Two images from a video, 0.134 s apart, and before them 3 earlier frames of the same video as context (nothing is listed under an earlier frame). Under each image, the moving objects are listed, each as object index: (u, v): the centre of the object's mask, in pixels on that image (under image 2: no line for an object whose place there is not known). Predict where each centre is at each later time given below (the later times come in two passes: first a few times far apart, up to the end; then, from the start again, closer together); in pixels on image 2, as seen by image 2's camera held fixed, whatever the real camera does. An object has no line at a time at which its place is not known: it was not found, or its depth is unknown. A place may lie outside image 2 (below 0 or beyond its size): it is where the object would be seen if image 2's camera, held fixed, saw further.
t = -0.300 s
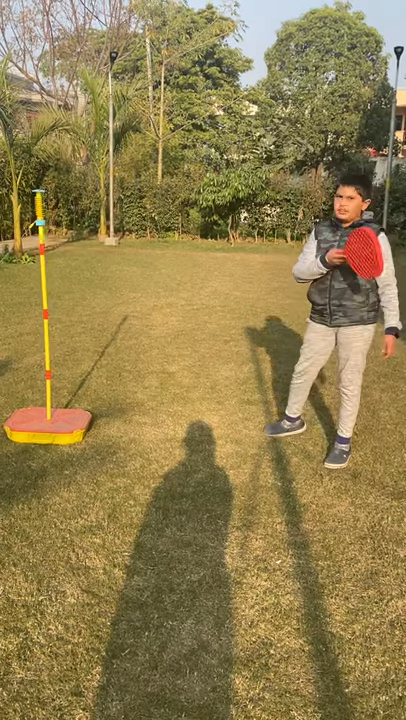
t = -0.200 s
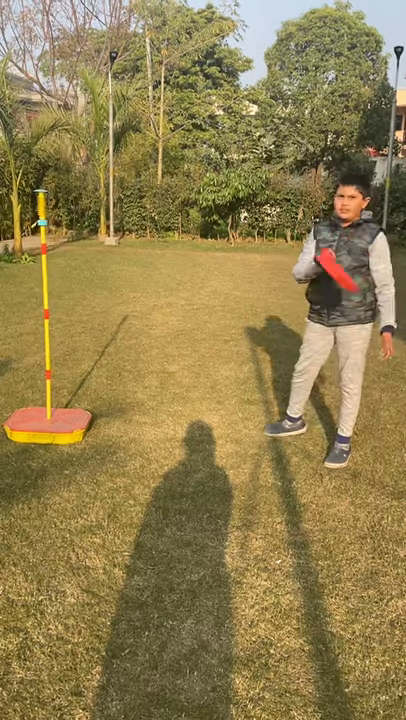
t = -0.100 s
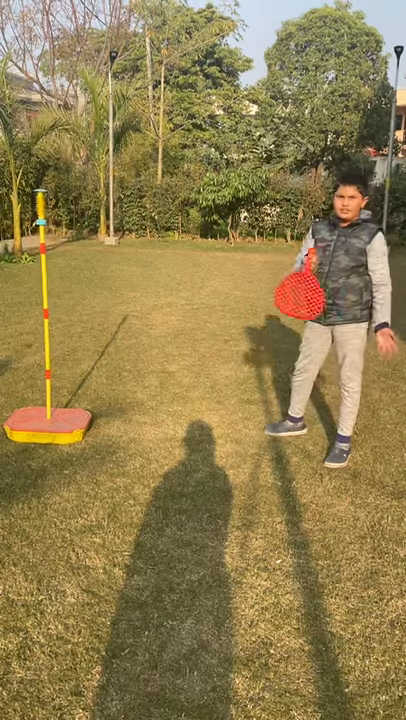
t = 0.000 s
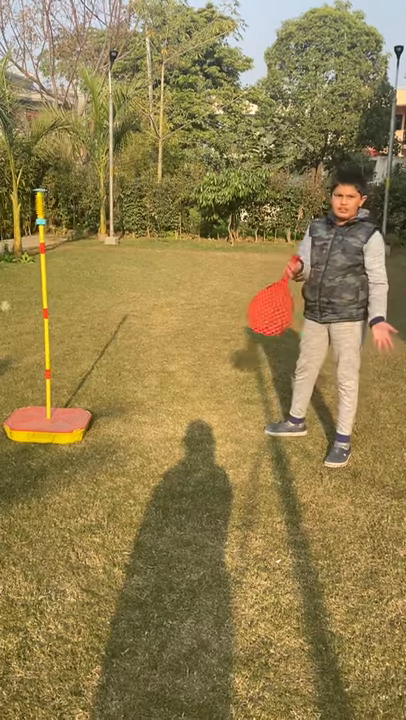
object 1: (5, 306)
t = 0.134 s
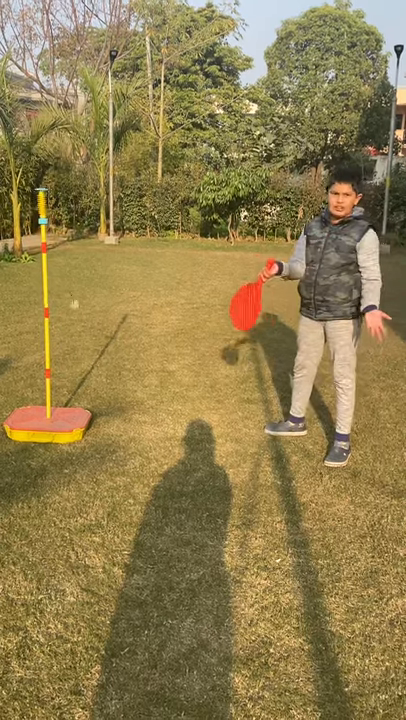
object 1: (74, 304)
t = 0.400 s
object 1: (160, 339)
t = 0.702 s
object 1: (155, 397)
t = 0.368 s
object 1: (153, 332)
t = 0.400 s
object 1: (160, 339)
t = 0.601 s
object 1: (175, 380)
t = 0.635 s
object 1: (171, 386)
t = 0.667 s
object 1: (164, 392)
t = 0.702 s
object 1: (155, 397)
